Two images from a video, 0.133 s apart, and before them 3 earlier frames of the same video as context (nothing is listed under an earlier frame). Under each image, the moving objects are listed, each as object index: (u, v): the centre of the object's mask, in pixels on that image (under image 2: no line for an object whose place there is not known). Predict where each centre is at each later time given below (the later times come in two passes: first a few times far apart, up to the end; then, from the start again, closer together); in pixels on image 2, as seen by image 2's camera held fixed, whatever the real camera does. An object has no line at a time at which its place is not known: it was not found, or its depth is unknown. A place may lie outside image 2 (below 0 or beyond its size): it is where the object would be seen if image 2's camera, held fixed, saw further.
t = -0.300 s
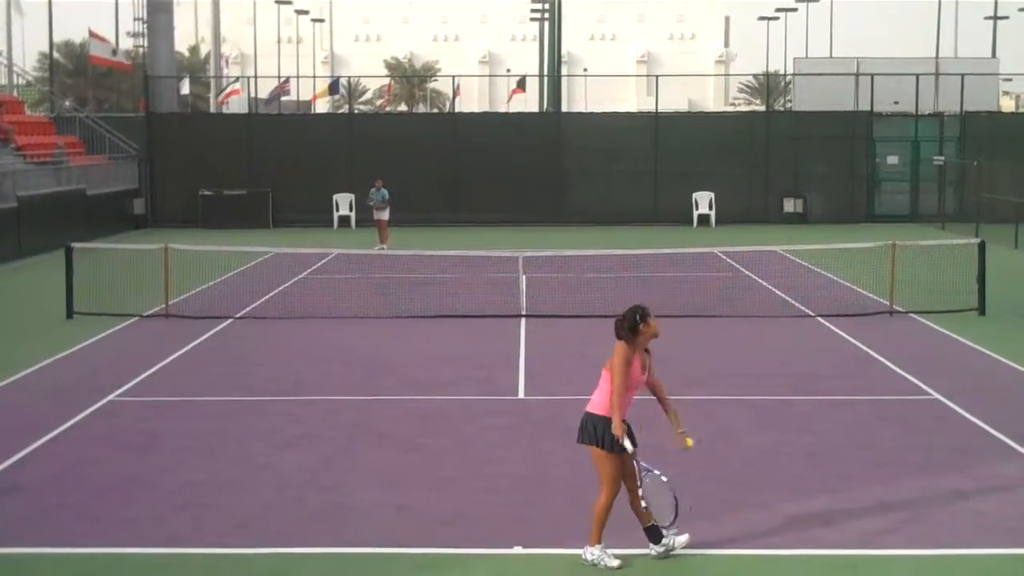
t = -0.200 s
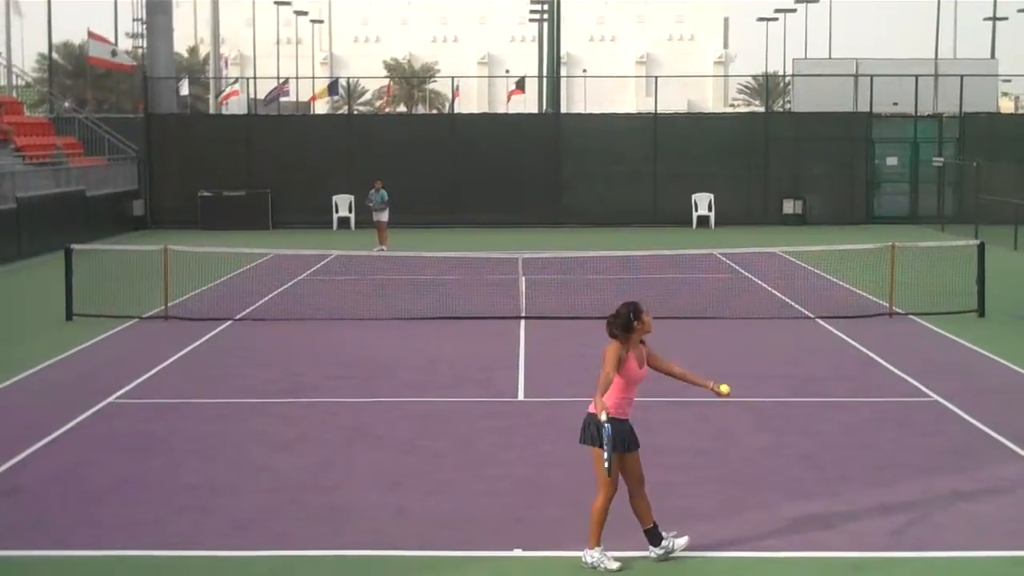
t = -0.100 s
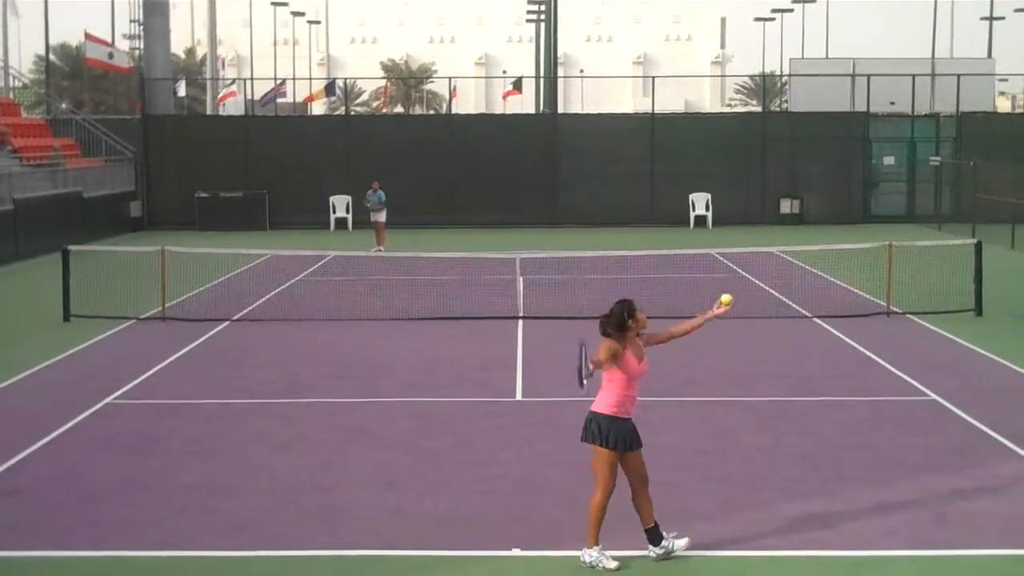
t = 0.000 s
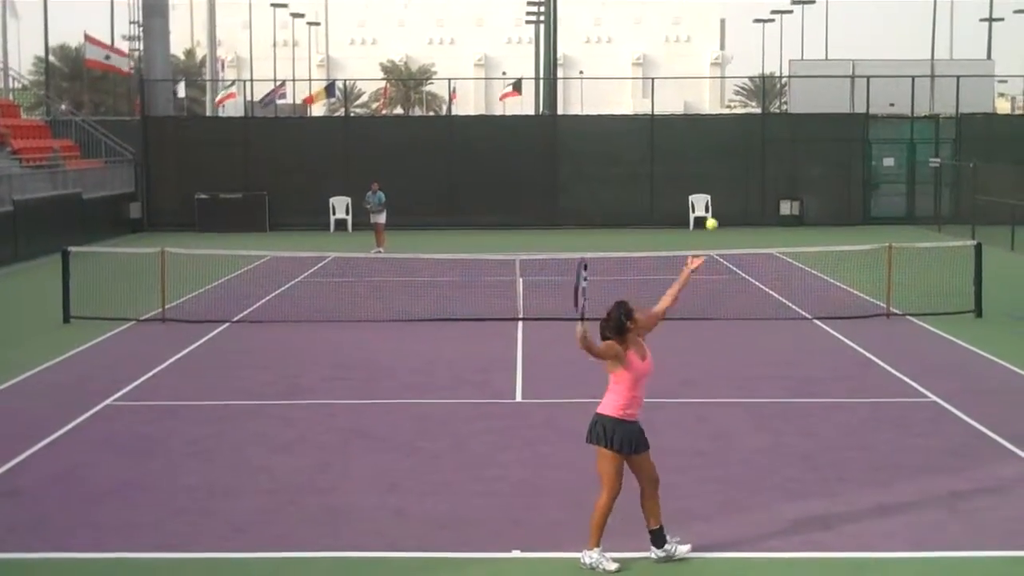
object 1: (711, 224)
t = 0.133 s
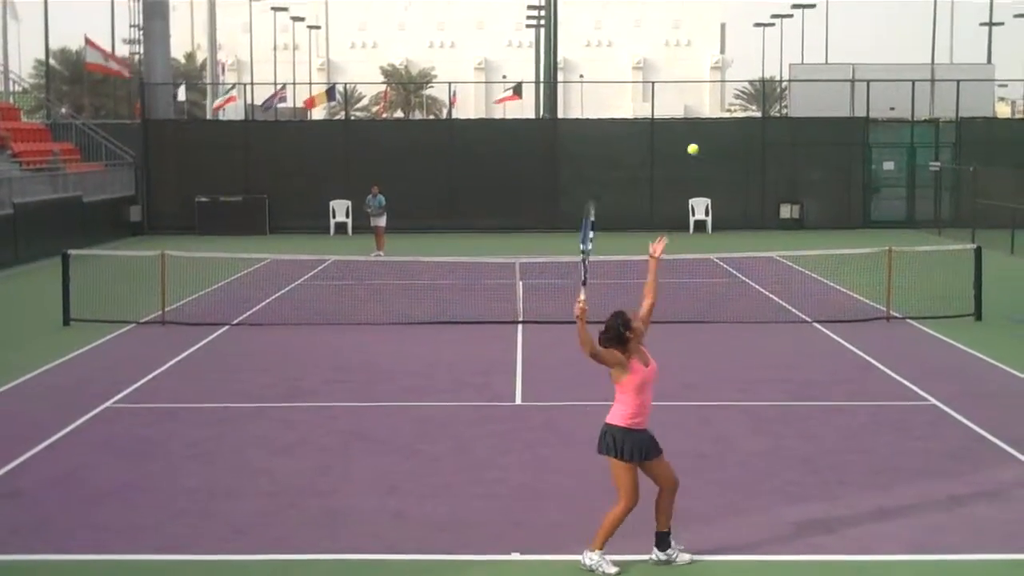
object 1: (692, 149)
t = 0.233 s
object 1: (678, 110)
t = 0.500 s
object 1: (642, 80)
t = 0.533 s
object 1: (638, 85)
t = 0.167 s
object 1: (688, 134)
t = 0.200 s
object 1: (683, 121)
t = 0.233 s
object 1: (678, 110)
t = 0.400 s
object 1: (656, 77)
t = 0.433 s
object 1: (651, 76)
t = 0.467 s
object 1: (646, 76)
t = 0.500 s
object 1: (642, 80)
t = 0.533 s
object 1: (638, 85)
